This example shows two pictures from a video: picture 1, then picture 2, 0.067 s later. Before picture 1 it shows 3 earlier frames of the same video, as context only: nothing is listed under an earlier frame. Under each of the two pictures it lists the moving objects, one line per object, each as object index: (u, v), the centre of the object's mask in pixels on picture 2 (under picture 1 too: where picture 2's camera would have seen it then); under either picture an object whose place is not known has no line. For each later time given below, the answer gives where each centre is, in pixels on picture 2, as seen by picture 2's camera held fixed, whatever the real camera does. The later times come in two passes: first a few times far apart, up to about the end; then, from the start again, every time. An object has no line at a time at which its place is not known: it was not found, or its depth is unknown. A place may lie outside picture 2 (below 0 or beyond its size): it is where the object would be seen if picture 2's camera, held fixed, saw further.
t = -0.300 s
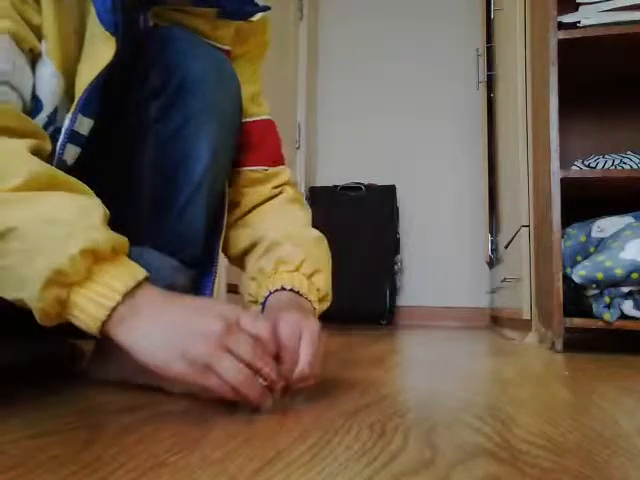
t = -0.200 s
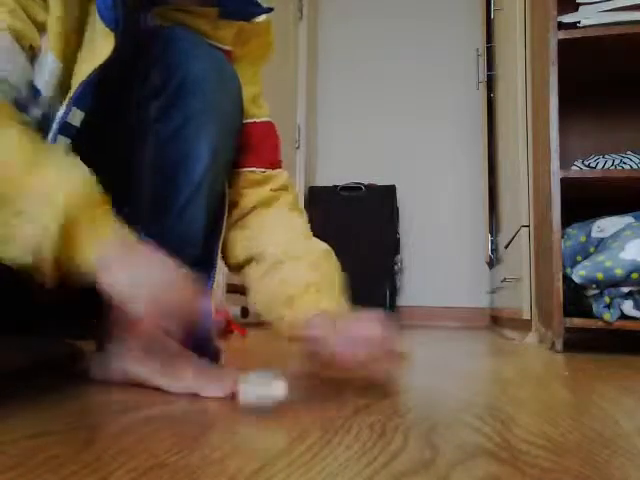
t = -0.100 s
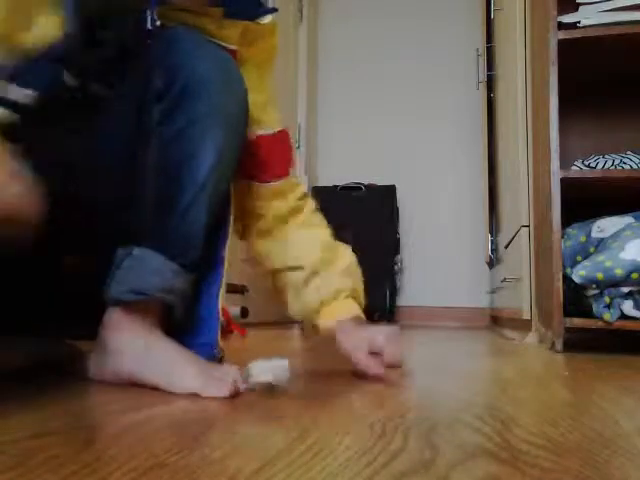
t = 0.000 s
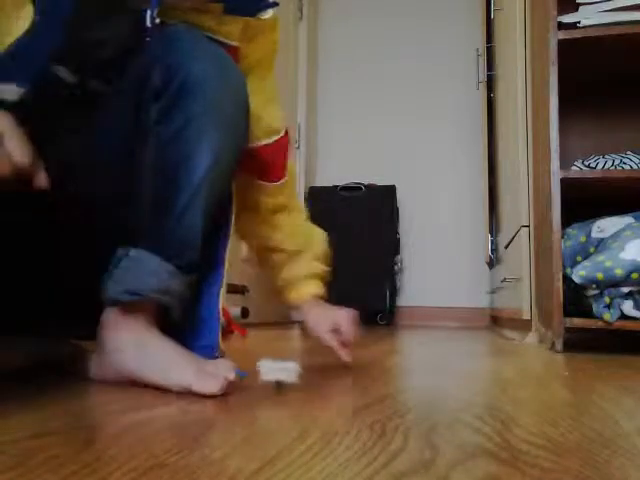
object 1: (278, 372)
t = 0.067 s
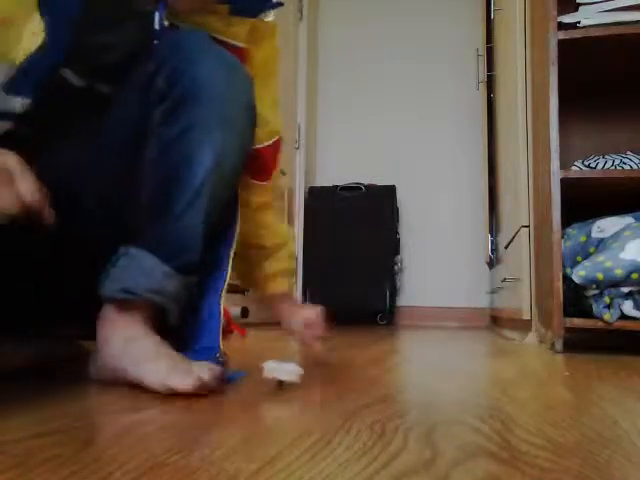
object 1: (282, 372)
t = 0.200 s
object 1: (286, 369)
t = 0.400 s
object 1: (285, 363)
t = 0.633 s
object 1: (296, 358)
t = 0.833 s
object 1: (305, 355)
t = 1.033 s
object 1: (313, 352)
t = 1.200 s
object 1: (320, 349)
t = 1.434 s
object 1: (322, 347)
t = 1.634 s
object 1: (321, 345)
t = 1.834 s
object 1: (320, 344)
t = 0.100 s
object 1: (285, 373)
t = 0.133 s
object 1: (286, 371)
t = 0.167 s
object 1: (286, 371)
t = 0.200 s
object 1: (286, 369)
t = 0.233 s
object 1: (286, 369)
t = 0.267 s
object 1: (286, 367)
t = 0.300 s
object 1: (286, 366)
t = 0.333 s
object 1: (286, 365)
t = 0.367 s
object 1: (285, 364)
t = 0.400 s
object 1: (285, 363)
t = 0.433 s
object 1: (286, 363)
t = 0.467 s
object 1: (287, 362)
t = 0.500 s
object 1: (288, 362)
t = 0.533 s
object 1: (290, 361)
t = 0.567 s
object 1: (292, 360)
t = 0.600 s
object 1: (293, 359)
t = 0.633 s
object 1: (296, 358)
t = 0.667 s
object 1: (298, 358)
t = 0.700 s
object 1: (299, 357)
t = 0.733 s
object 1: (301, 356)
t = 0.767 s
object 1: (303, 356)
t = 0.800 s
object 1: (303, 355)
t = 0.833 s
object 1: (305, 355)
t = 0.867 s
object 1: (306, 354)
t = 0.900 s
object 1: (308, 353)
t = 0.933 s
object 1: (310, 353)
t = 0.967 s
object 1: (310, 353)
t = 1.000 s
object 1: (312, 352)
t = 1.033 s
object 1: (313, 352)
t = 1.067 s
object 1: (315, 352)
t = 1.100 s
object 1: (316, 351)
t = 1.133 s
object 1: (316, 351)
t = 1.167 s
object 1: (318, 350)
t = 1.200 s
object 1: (320, 349)
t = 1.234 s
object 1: (320, 349)
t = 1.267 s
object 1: (321, 348)
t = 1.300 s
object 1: (321, 348)
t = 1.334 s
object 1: (321, 348)
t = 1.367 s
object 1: (322, 347)
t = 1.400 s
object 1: (322, 347)
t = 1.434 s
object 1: (322, 347)
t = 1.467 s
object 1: (322, 347)
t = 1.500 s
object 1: (322, 347)
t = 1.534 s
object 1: (322, 346)
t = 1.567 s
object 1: (322, 346)
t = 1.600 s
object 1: (322, 345)
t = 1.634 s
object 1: (321, 345)
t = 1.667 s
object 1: (321, 345)
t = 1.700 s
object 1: (321, 345)
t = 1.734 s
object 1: (321, 345)
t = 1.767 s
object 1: (321, 345)
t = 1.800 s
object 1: (321, 345)
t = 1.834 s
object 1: (320, 344)
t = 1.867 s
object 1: (320, 344)
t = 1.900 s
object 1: (320, 344)
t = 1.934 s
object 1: (320, 344)
